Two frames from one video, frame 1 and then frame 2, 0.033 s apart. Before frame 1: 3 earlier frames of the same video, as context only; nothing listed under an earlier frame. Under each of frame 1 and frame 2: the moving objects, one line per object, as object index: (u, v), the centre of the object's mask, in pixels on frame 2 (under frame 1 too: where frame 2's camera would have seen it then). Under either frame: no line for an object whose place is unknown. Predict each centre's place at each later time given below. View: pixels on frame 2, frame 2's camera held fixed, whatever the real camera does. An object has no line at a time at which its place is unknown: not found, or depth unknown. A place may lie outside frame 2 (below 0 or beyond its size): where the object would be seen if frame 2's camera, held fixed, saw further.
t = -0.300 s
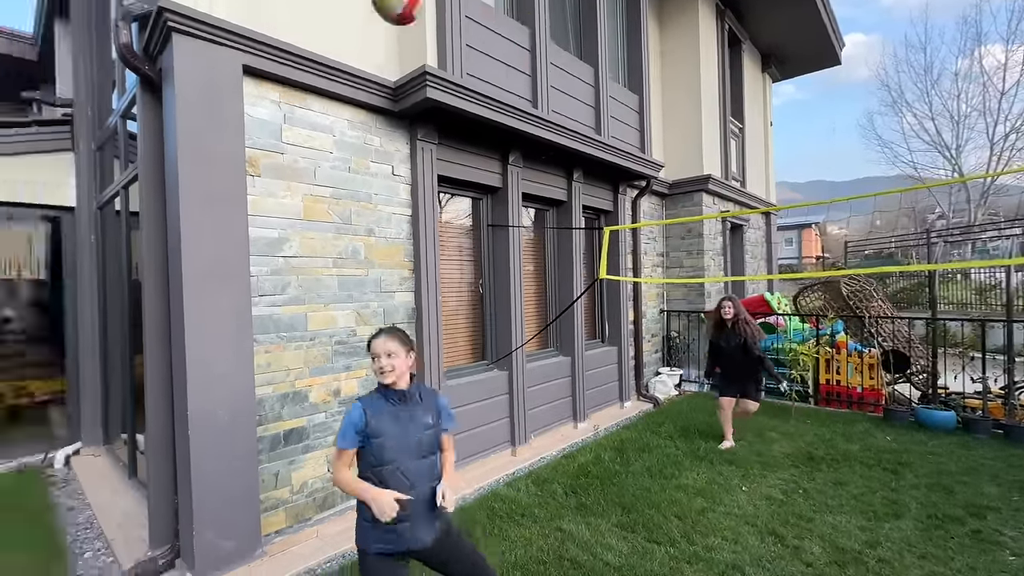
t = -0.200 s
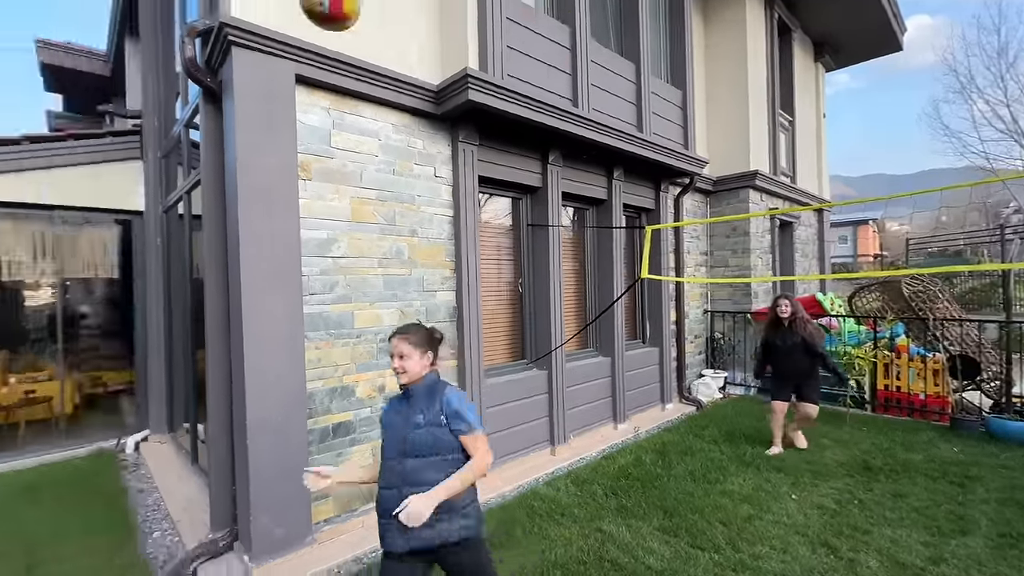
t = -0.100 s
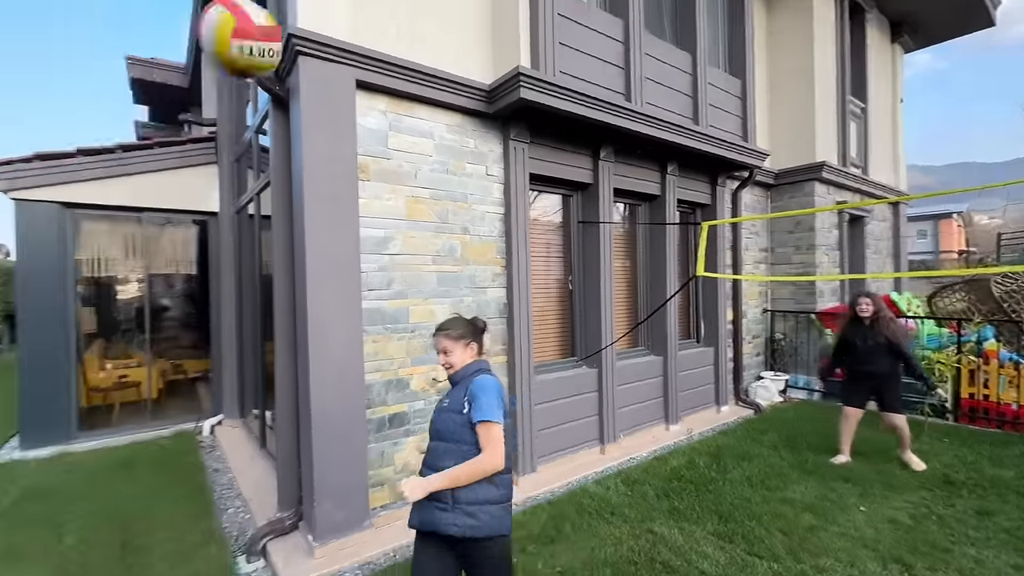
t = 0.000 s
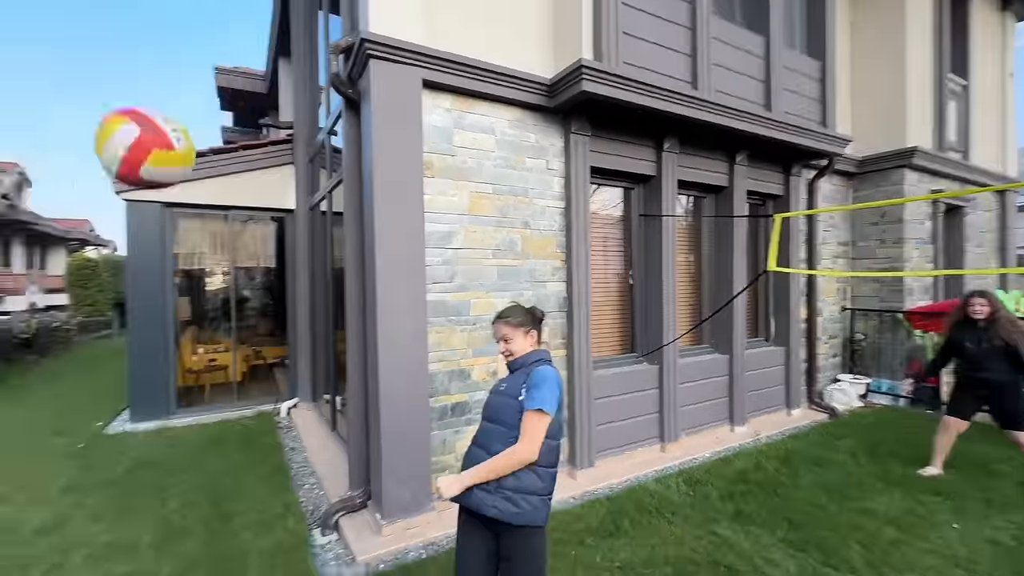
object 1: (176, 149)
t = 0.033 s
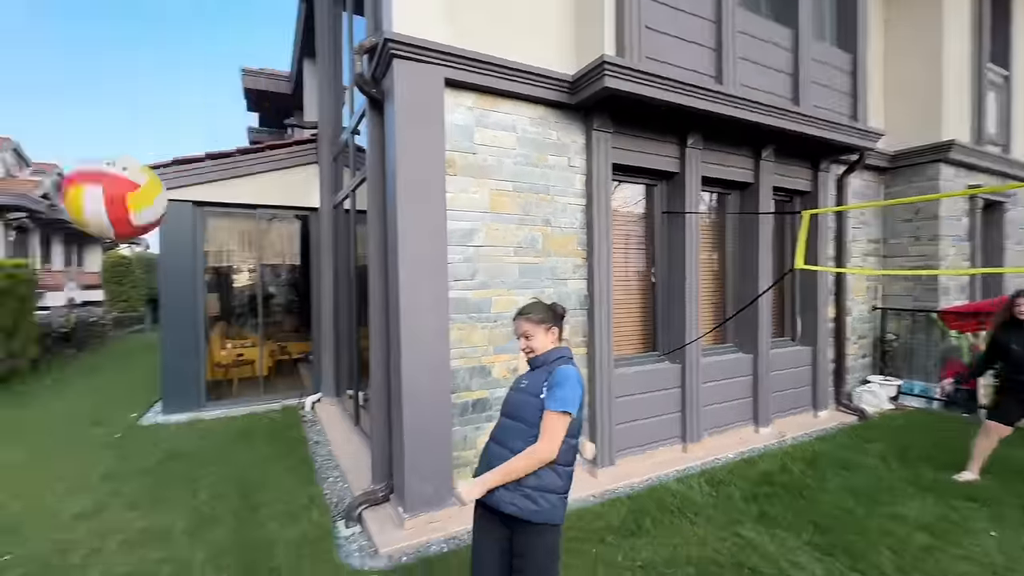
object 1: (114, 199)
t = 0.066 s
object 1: (47, 256)
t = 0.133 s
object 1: (-103, 407)
